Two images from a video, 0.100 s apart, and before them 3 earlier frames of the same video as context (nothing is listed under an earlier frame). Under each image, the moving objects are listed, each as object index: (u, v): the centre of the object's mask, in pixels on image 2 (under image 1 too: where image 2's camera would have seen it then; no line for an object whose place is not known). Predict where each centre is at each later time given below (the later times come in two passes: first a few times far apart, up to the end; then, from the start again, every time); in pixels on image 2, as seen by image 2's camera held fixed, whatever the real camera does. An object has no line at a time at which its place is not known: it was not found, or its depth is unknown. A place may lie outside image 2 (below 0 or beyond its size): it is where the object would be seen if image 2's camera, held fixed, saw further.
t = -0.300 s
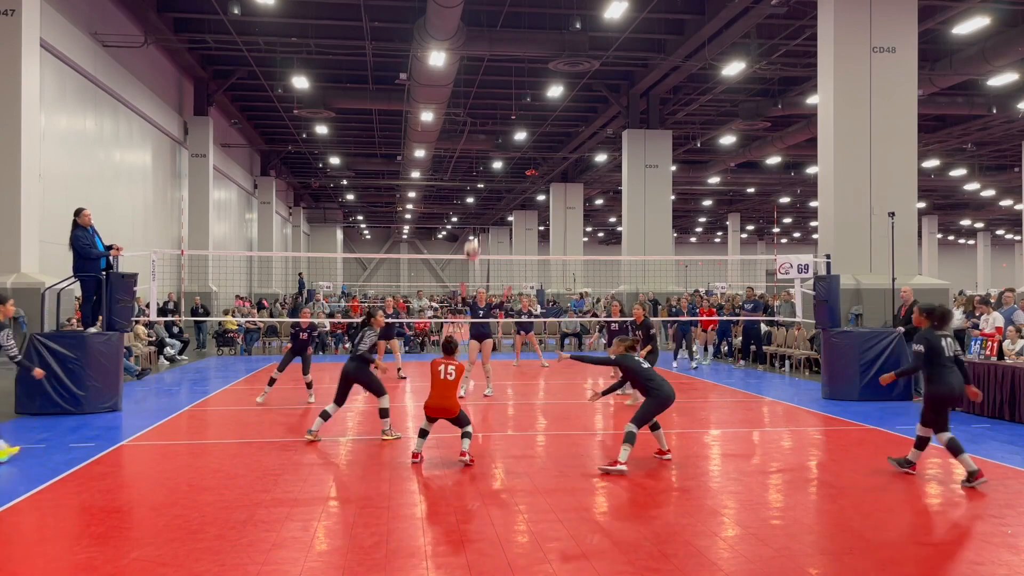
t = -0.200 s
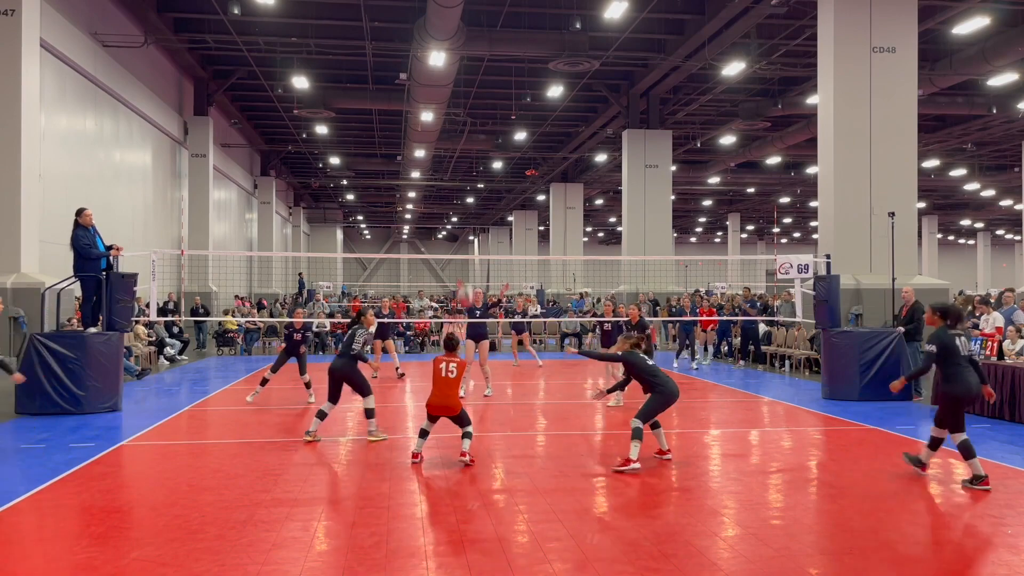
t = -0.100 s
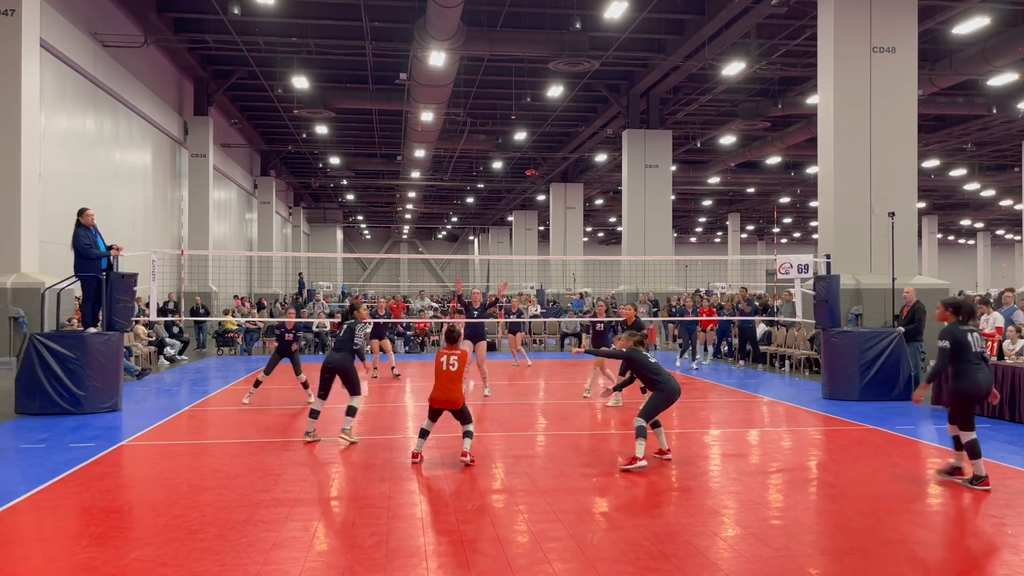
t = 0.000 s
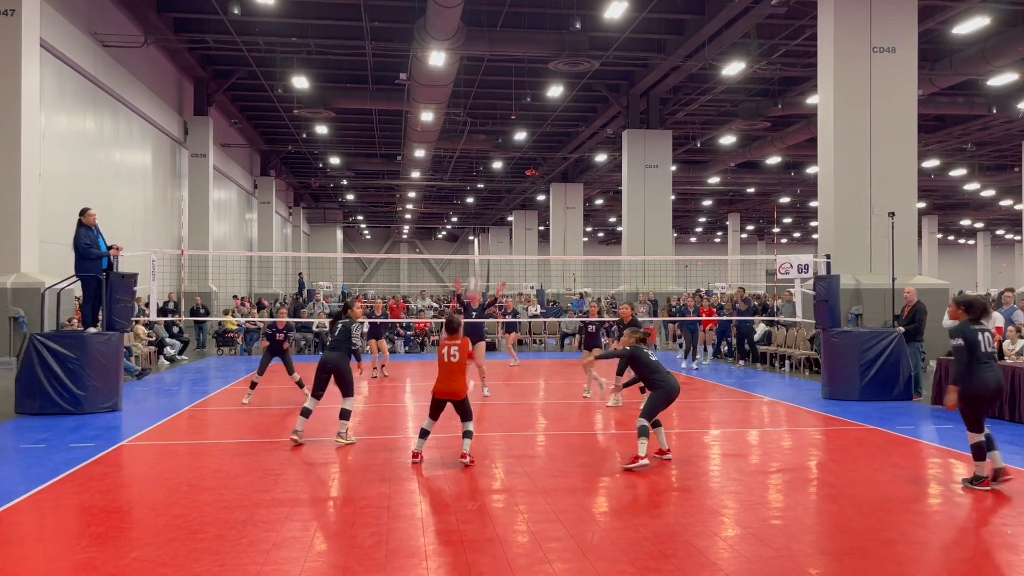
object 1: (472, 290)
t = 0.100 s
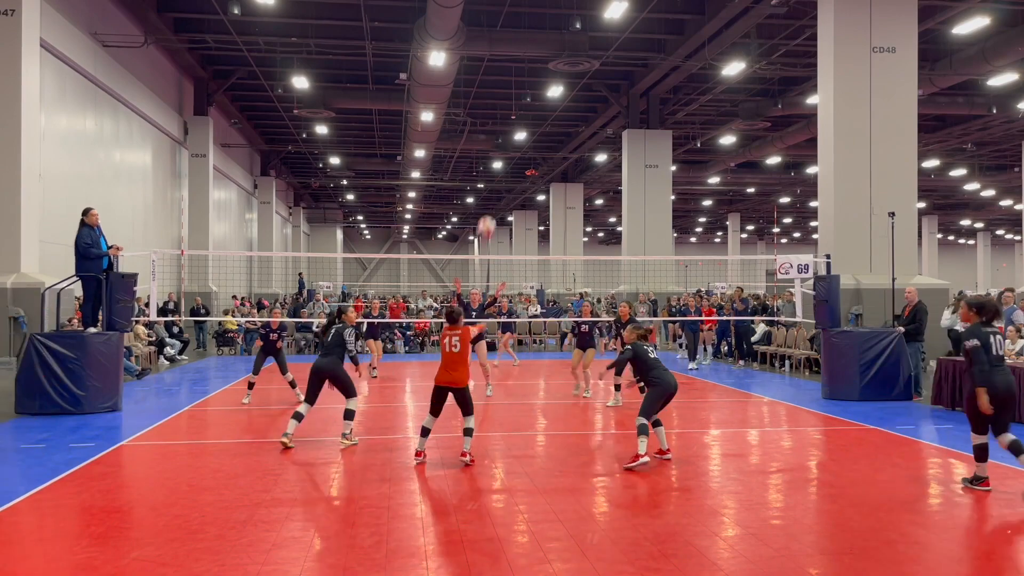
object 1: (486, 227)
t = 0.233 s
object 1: (502, 164)
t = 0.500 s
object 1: (530, 92)
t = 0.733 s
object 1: (552, 81)
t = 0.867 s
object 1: (564, 94)
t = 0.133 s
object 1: (490, 210)
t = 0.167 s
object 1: (494, 194)
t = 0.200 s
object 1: (498, 179)
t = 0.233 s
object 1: (502, 164)
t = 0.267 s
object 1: (506, 151)
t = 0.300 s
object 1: (509, 140)
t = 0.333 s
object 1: (513, 127)
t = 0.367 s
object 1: (517, 119)
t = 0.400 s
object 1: (520, 111)
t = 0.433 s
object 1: (523, 104)
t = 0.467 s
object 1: (527, 97)
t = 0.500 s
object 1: (530, 92)
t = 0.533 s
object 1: (533, 88)
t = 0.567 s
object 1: (537, 84)
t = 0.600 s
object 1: (540, 82)
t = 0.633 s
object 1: (543, 81)
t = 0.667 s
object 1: (546, 80)
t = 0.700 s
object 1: (549, 80)
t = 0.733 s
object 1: (552, 81)
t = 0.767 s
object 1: (555, 82)
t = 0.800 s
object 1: (558, 85)
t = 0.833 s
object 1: (561, 89)
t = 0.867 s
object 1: (564, 94)
